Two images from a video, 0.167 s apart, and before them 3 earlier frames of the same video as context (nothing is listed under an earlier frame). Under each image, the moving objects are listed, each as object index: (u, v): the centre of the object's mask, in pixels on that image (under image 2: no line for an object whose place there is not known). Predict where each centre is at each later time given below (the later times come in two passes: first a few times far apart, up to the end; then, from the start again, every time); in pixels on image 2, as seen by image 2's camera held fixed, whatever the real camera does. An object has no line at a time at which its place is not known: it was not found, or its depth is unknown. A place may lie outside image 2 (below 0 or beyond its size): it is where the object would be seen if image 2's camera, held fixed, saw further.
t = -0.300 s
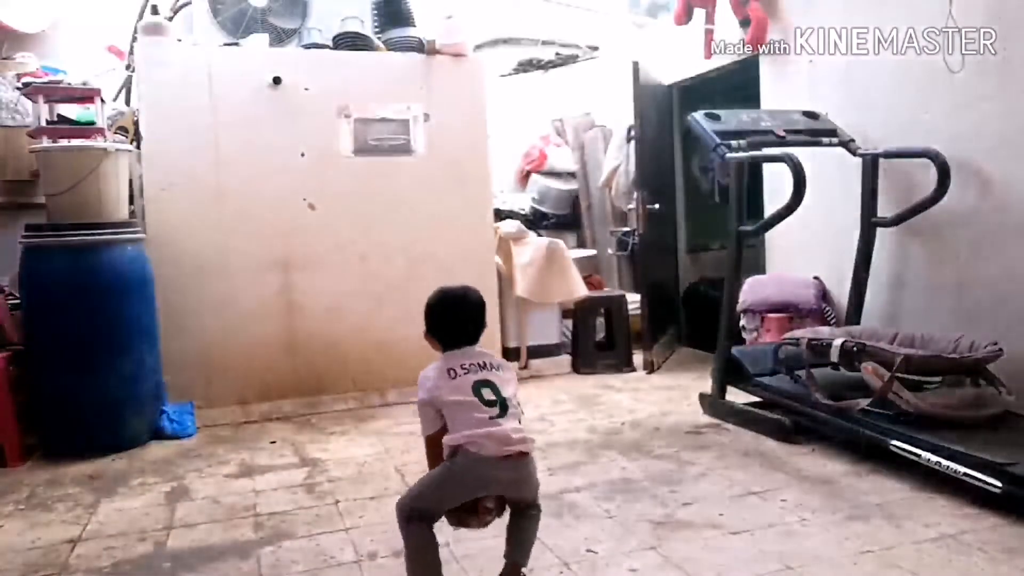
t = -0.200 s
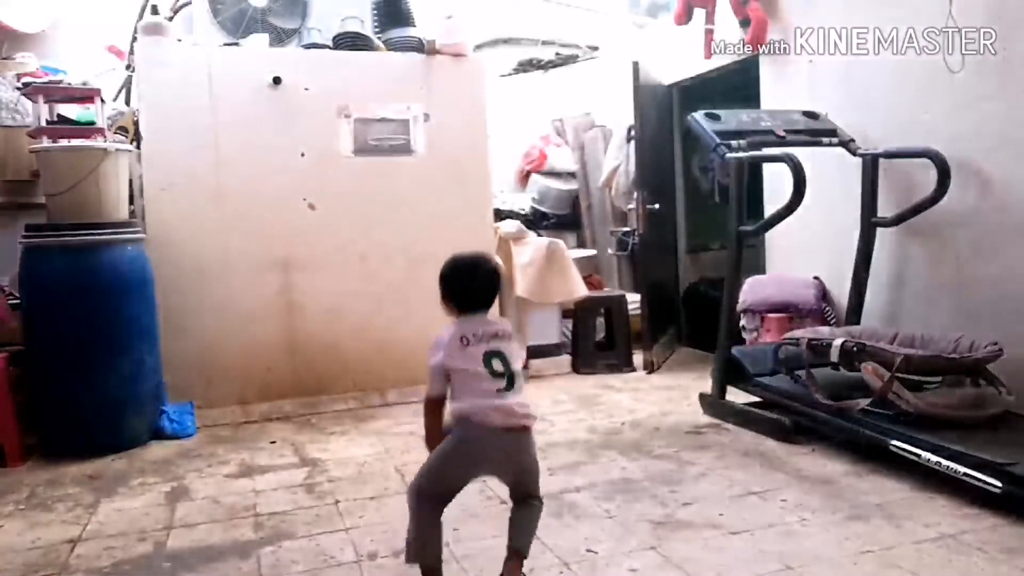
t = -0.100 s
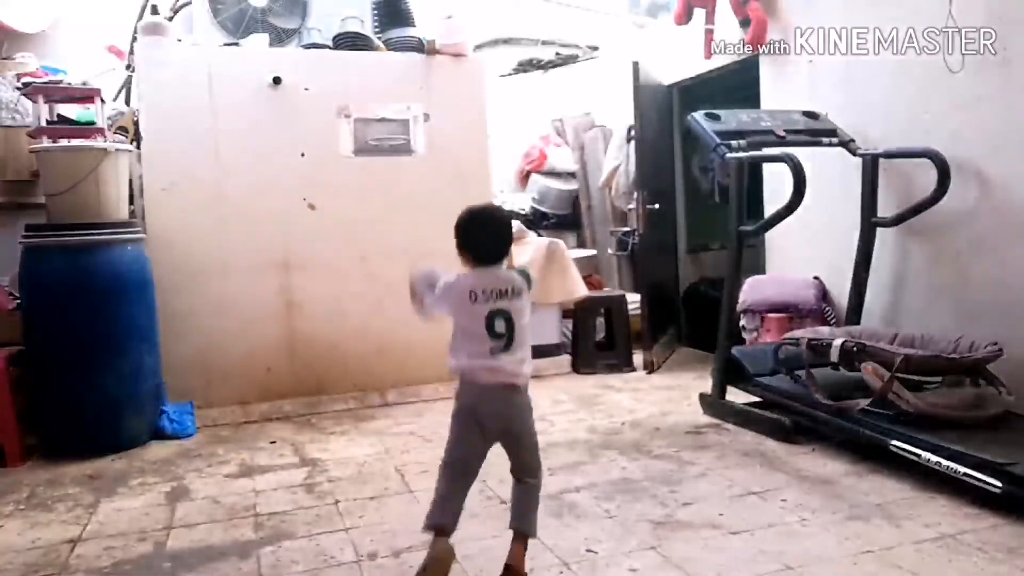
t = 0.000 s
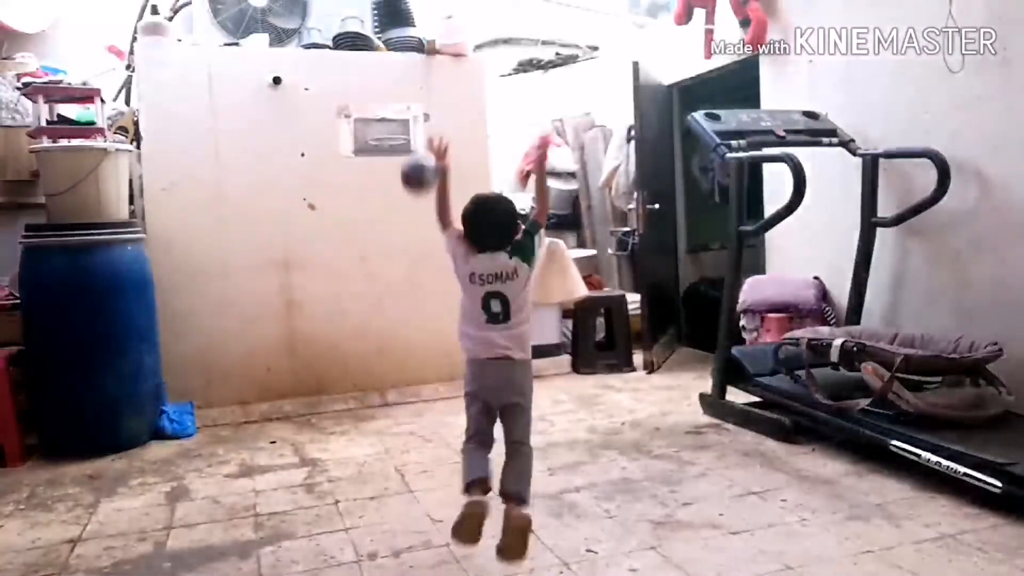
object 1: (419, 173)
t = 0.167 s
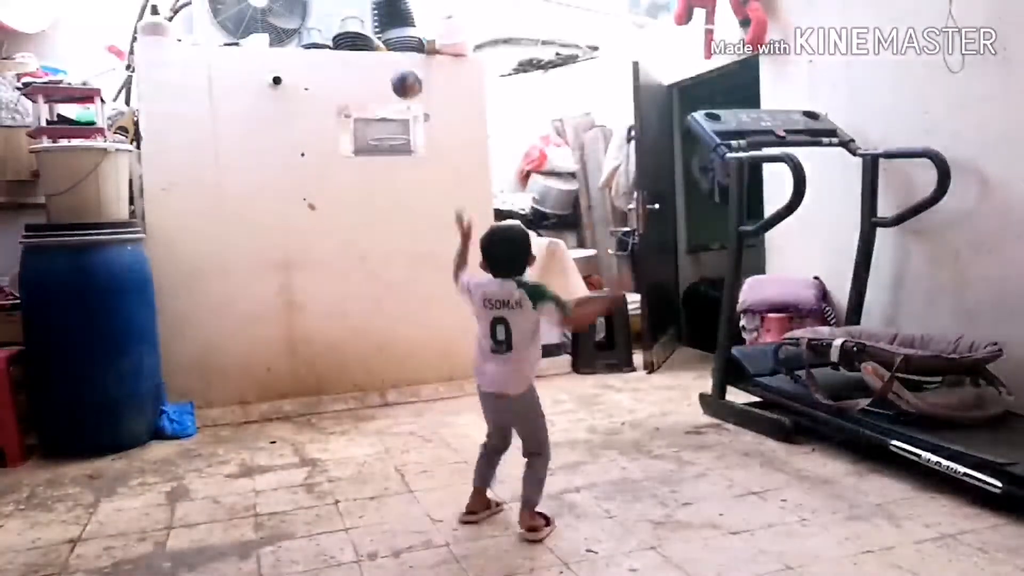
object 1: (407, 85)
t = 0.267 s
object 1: (403, 72)
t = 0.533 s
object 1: (446, 92)
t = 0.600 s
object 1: (462, 120)
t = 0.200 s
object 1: (405, 78)
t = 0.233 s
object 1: (404, 74)
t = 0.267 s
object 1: (403, 72)
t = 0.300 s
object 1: (402, 73)
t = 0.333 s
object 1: (404, 74)
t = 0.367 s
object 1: (410, 72)
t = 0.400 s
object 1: (416, 71)
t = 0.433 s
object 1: (423, 72)
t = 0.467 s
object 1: (430, 75)
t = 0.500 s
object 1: (438, 82)
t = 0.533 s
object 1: (446, 92)
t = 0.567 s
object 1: (454, 105)
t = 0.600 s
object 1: (462, 120)
